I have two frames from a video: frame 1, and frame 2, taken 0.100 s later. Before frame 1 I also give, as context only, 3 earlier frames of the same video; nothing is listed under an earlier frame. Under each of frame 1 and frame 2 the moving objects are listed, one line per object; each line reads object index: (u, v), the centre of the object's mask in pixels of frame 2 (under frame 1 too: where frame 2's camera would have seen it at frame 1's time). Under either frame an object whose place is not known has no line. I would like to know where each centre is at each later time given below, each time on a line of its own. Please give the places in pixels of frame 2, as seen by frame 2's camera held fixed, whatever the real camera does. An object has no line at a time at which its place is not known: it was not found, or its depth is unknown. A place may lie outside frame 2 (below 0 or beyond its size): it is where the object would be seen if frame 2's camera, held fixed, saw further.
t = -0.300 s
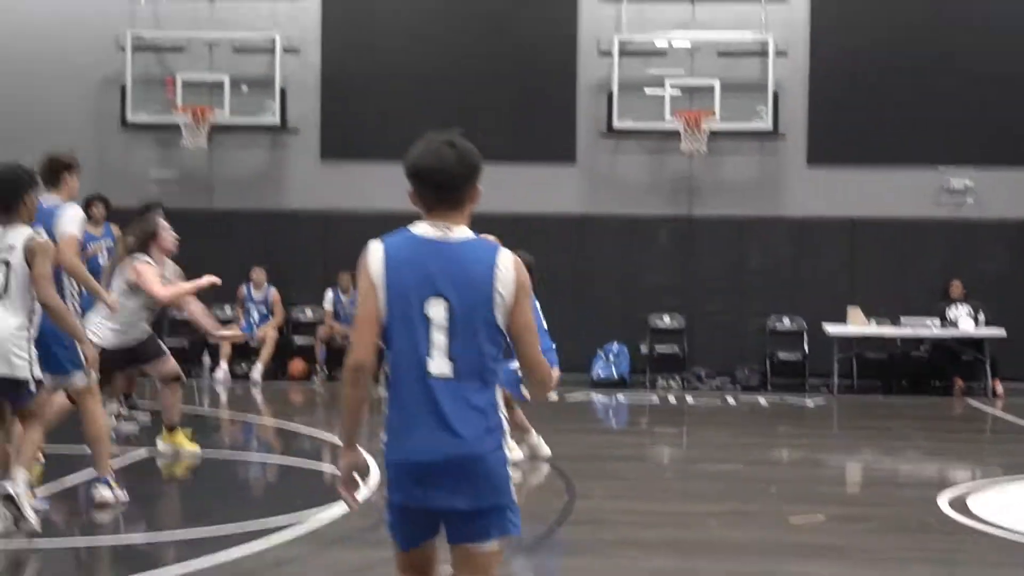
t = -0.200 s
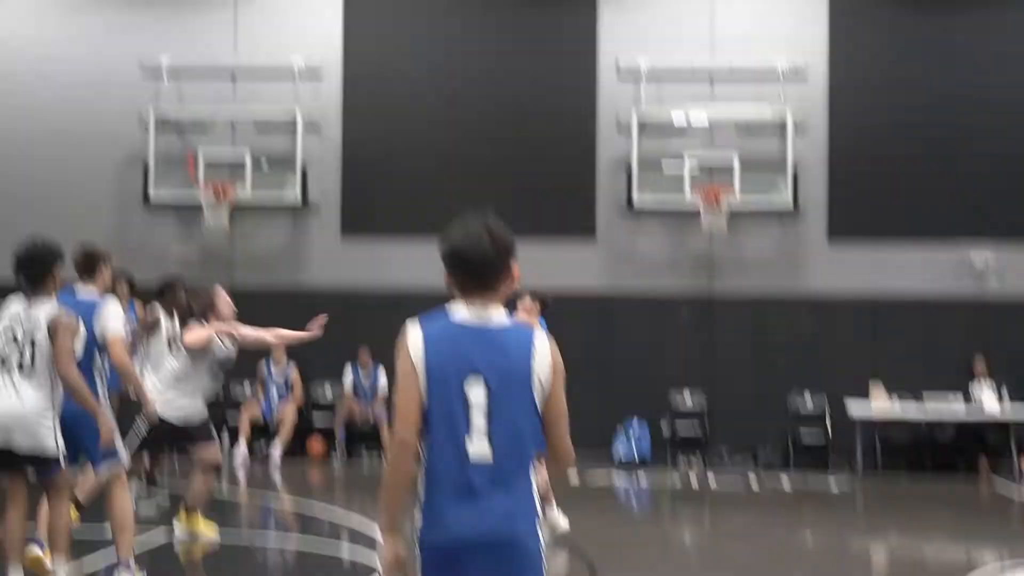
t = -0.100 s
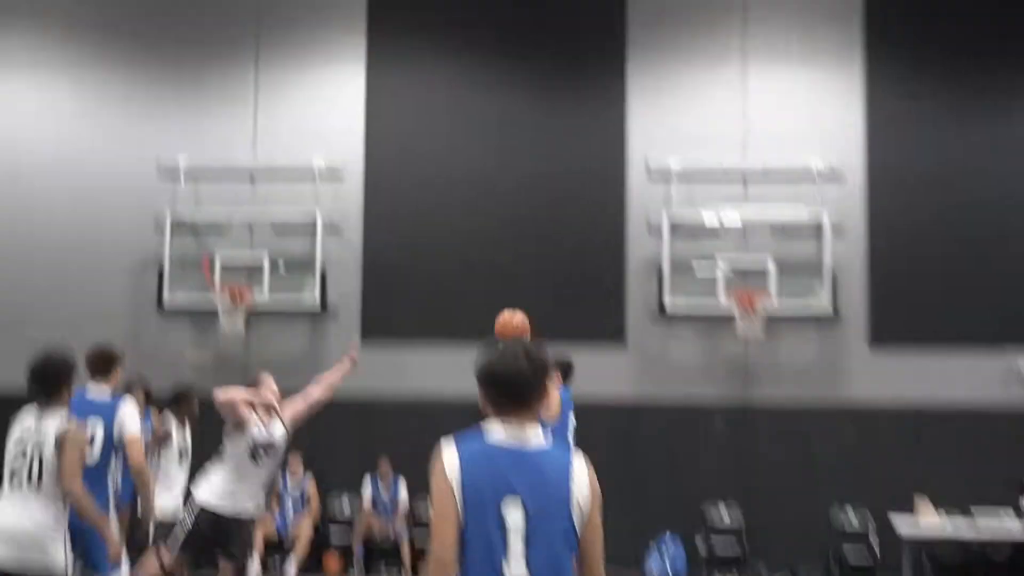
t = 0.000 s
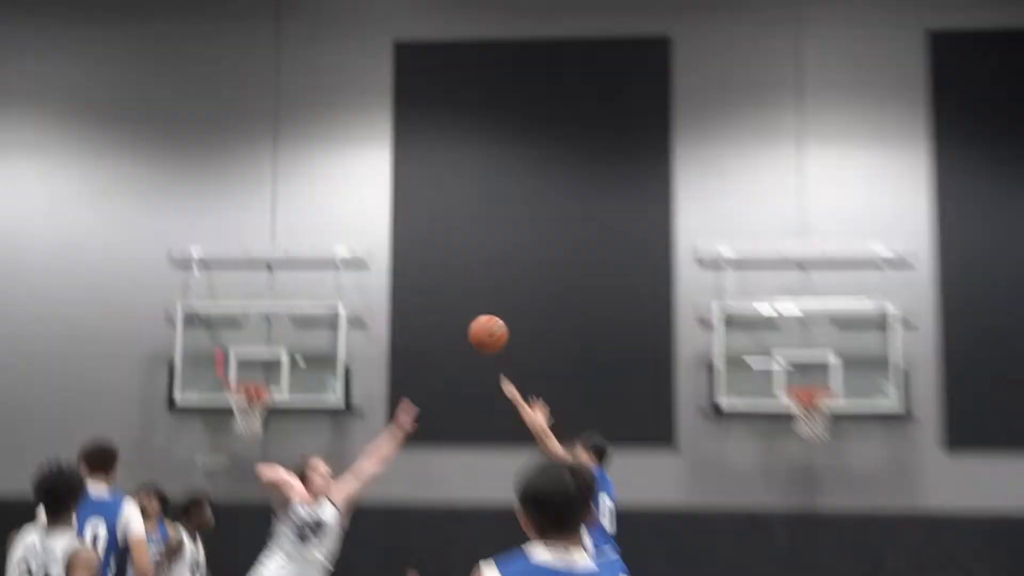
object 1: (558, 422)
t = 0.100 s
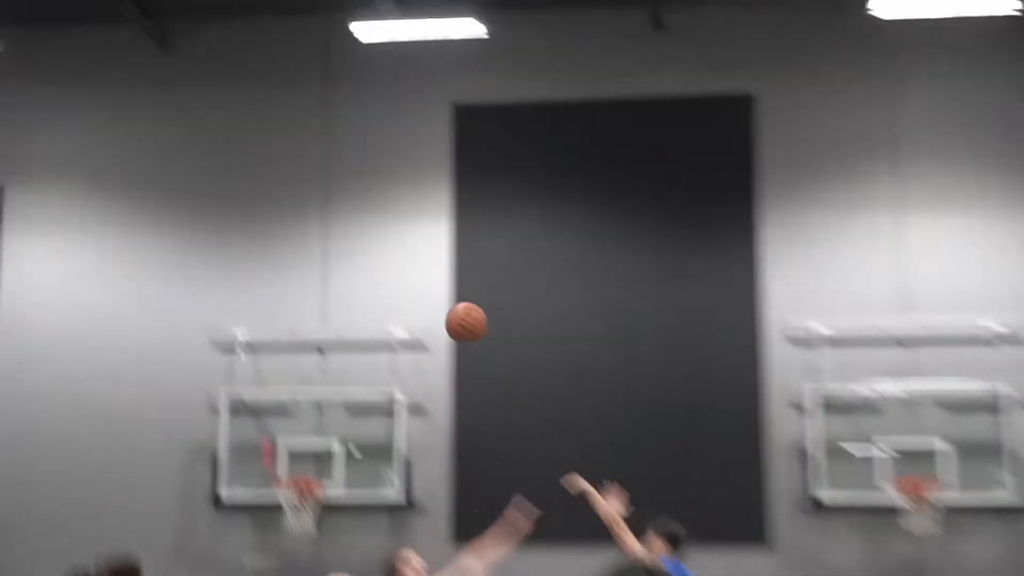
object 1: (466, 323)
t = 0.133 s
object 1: (434, 294)
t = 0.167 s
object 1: (403, 267)
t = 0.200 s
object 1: (372, 243)
